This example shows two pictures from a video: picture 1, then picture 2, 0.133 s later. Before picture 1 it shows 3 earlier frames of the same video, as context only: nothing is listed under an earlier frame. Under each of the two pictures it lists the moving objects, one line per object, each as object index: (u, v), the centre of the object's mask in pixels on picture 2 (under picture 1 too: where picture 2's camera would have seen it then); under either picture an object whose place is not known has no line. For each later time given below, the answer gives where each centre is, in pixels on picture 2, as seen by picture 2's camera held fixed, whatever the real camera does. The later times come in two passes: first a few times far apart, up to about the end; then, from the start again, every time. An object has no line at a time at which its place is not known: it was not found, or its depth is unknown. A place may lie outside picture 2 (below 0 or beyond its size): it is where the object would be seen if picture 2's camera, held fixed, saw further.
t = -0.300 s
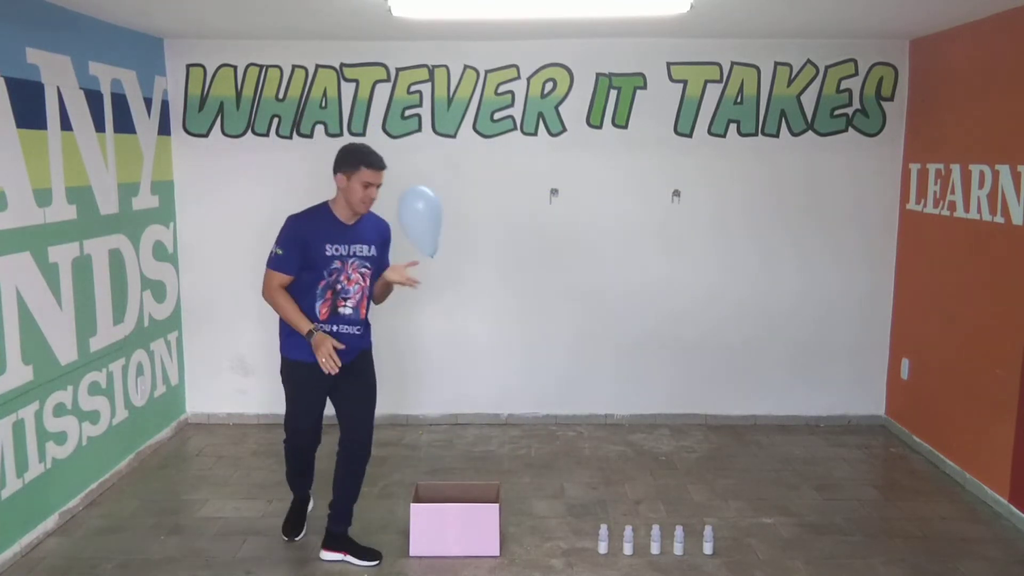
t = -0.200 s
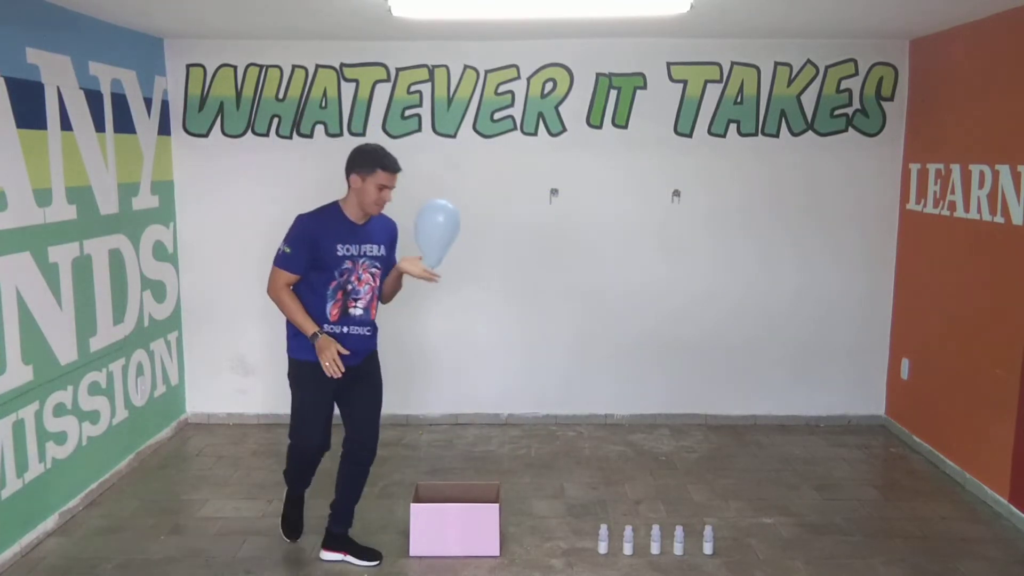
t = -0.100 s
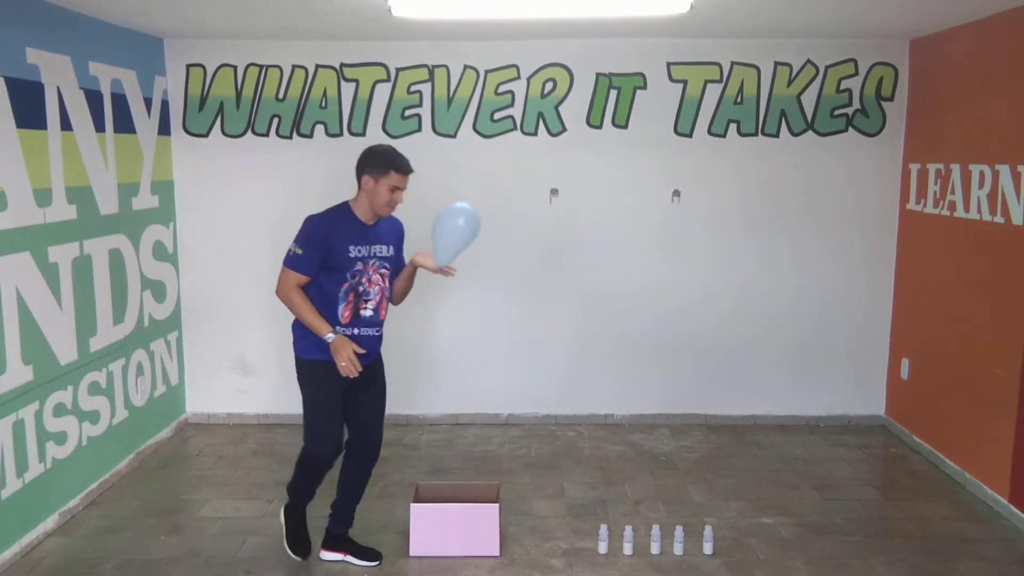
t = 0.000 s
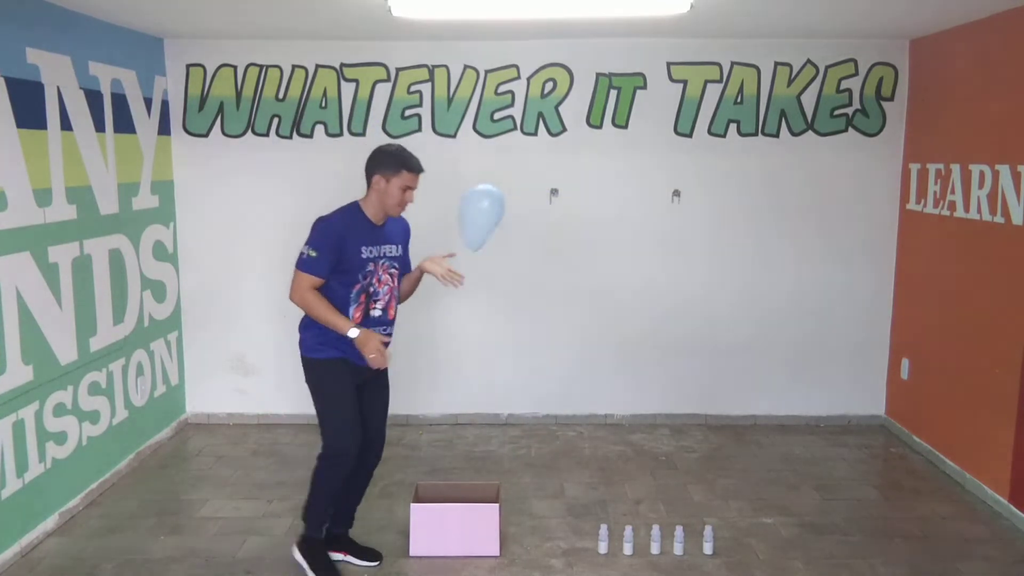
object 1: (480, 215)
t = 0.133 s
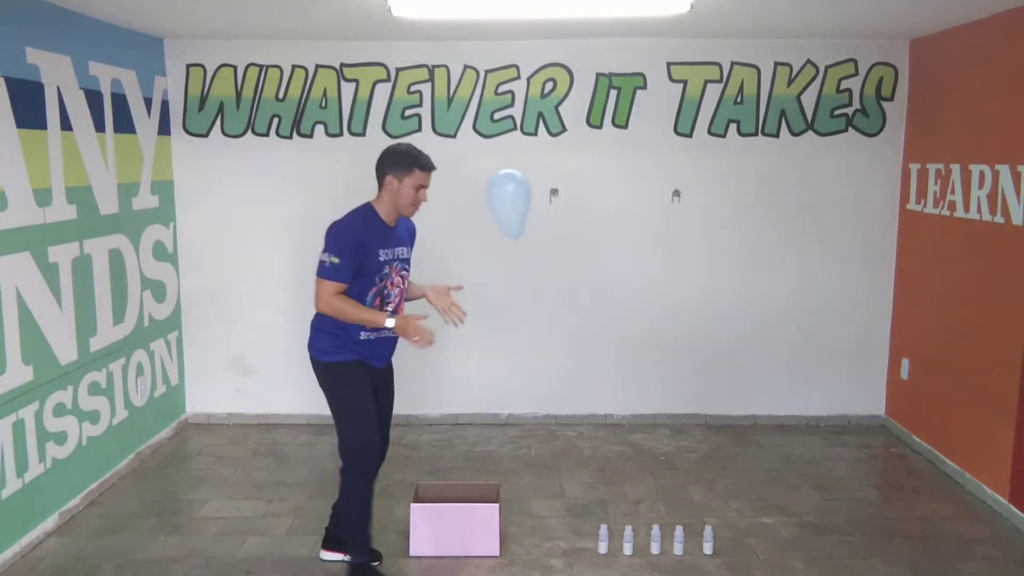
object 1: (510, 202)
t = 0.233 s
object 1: (528, 197)
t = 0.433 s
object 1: (559, 205)
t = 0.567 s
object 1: (574, 222)
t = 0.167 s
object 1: (516, 200)
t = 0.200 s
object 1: (523, 198)
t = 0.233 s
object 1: (528, 197)
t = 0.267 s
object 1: (534, 197)
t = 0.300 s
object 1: (540, 198)
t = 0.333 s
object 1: (545, 198)
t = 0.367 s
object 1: (550, 200)
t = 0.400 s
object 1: (555, 202)
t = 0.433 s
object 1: (559, 205)
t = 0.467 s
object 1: (564, 208)
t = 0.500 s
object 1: (567, 213)
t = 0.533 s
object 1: (571, 217)
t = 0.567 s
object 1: (574, 222)
